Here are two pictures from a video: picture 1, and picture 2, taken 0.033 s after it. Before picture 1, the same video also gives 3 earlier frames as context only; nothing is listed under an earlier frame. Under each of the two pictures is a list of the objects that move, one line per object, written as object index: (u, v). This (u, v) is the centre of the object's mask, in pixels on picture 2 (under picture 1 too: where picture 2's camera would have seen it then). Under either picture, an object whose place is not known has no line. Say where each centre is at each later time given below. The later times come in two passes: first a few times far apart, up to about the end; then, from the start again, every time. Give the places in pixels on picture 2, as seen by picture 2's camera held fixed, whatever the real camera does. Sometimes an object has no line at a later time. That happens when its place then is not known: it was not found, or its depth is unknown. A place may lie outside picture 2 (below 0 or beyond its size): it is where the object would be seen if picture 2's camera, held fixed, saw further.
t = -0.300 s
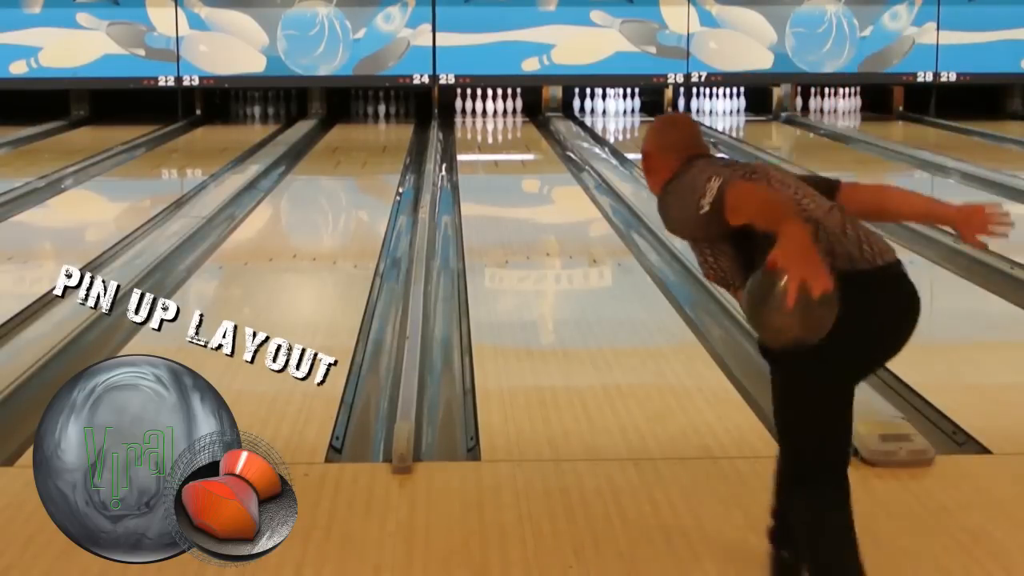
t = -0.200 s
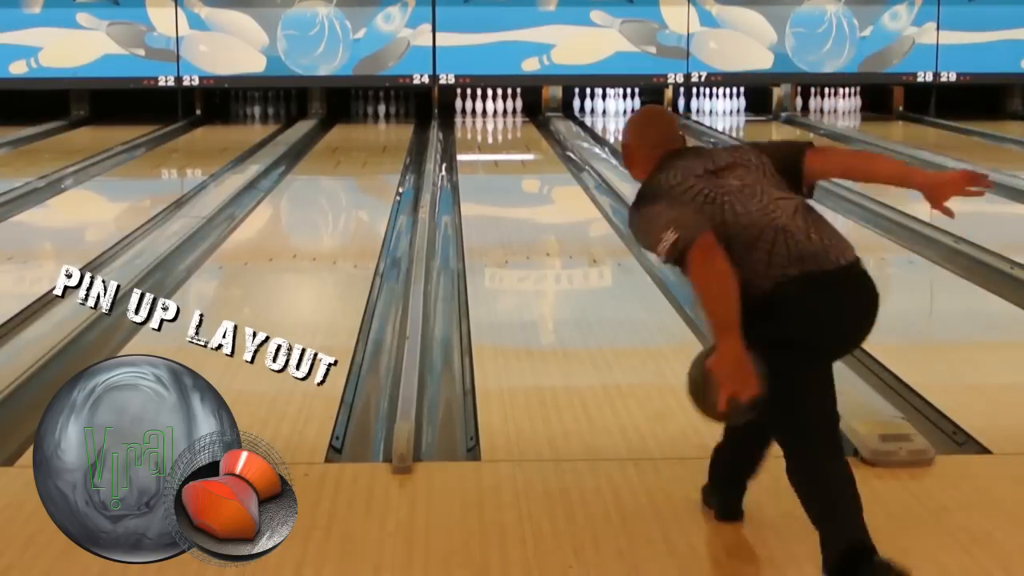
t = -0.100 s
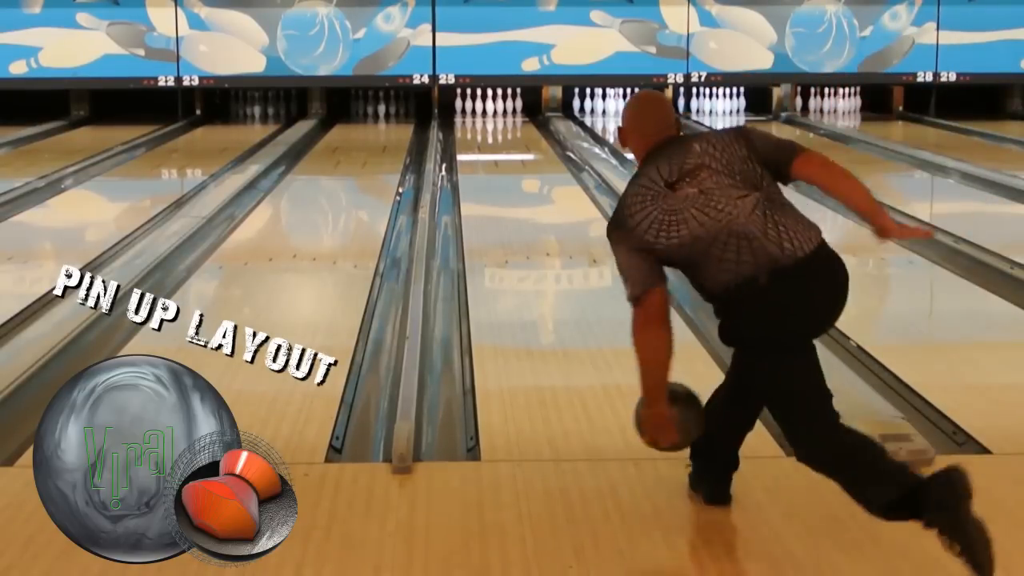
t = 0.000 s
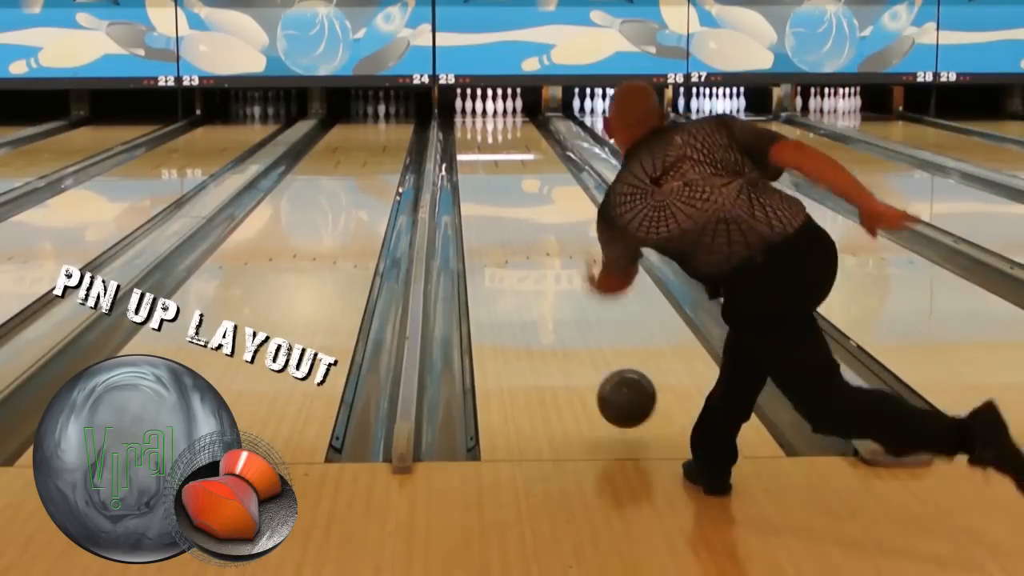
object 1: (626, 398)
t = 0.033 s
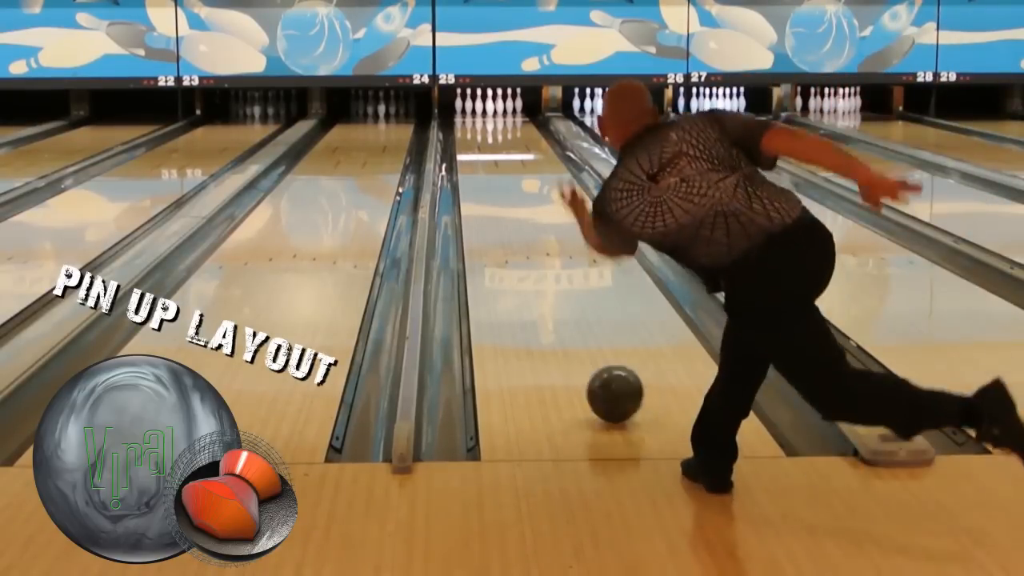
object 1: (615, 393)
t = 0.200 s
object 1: (571, 325)
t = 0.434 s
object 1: (531, 261)
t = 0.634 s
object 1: (509, 225)
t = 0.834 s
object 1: (494, 197)
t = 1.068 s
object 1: (481, 173)
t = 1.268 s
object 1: (474, 158)
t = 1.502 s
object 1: (468, 143)
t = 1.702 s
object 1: (467, 132)
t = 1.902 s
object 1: (469, 125)
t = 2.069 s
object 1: (475, 118)
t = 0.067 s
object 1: (605, 377)
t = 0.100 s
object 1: (595, 361)
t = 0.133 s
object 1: (586, 350)
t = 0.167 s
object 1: (578, 337)
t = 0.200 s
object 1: (571, 325)
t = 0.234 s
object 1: (564, 314)
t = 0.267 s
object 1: (557, 304)
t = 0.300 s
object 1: (552, 294)
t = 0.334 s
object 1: (546, 285)
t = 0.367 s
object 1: (541, 276)
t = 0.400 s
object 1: (536, 269)
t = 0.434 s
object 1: (531, 261)
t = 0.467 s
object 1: (527, 254)
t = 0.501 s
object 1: (523, 248)
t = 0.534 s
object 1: (520, 242)
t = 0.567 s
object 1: (516, 236)
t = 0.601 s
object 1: (513, 230)
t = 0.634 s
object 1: (509, 225)
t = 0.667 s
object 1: (507, 220)
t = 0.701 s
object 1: (504, 215)
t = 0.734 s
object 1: (501, 210)
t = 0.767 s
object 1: (498, 205)
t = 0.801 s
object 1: (496, 201)
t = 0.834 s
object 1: (494, 197)
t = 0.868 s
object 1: (492, 193)
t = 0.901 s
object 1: (490, 189)
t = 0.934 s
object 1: (488, 186)
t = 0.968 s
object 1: (486, 182)
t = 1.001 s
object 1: (484, 179)
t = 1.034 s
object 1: (482, 176)
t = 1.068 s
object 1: (481, 173)
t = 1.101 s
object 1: (479, 170)
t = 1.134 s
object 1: (478, 167)
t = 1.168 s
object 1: (477, 165)
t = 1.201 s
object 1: (476, 163)
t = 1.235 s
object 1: (474, 160)
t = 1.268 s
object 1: (474, 158)
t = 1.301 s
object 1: (473, 155)
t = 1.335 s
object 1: (471, 152)
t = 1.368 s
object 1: (471, 151)
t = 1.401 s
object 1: (470, 148)
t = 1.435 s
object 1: (470, 146)
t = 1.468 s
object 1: (469, 144)
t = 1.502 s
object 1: (468, 143)
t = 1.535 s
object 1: (468, 141)
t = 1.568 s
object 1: (468, 139)
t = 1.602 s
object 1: (468, 137)
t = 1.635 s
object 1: (468, 135)
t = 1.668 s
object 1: (468, 134)
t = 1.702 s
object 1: (467, 132)
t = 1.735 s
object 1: (467, 131)
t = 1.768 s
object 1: (468, 129)
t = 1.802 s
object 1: (468, 128)
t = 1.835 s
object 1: (469, 127)
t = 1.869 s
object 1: (469, 126)
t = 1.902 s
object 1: (469, 125)
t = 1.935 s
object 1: (471, 122)
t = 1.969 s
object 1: (472, 121)
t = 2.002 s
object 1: (473, 120)
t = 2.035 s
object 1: (474, 119)
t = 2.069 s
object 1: (475, 118)
